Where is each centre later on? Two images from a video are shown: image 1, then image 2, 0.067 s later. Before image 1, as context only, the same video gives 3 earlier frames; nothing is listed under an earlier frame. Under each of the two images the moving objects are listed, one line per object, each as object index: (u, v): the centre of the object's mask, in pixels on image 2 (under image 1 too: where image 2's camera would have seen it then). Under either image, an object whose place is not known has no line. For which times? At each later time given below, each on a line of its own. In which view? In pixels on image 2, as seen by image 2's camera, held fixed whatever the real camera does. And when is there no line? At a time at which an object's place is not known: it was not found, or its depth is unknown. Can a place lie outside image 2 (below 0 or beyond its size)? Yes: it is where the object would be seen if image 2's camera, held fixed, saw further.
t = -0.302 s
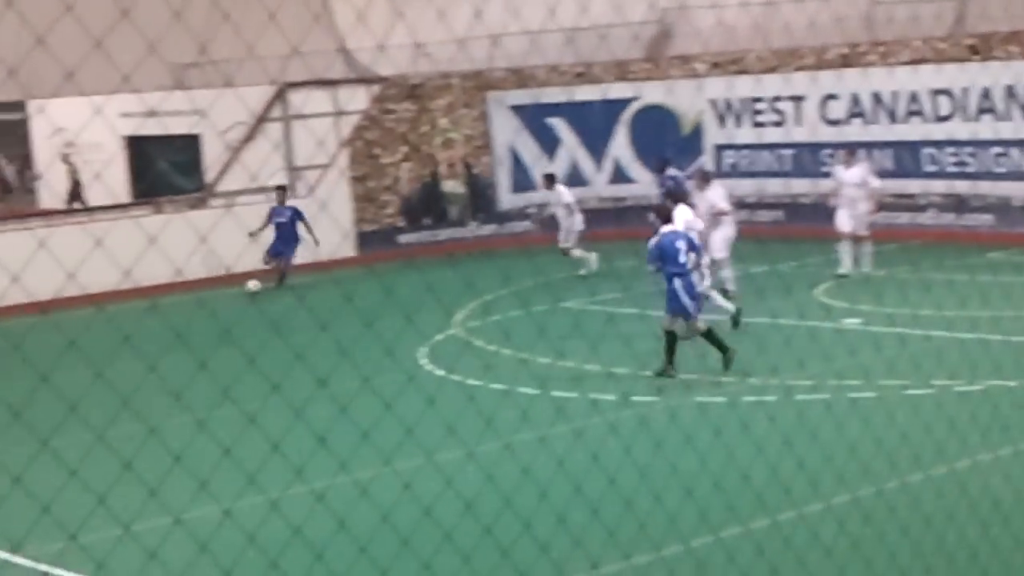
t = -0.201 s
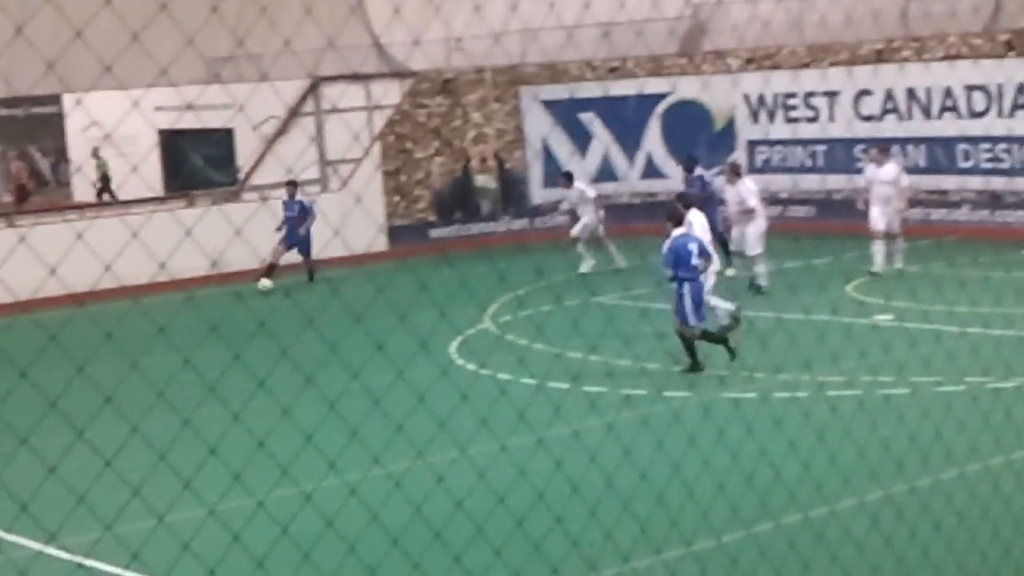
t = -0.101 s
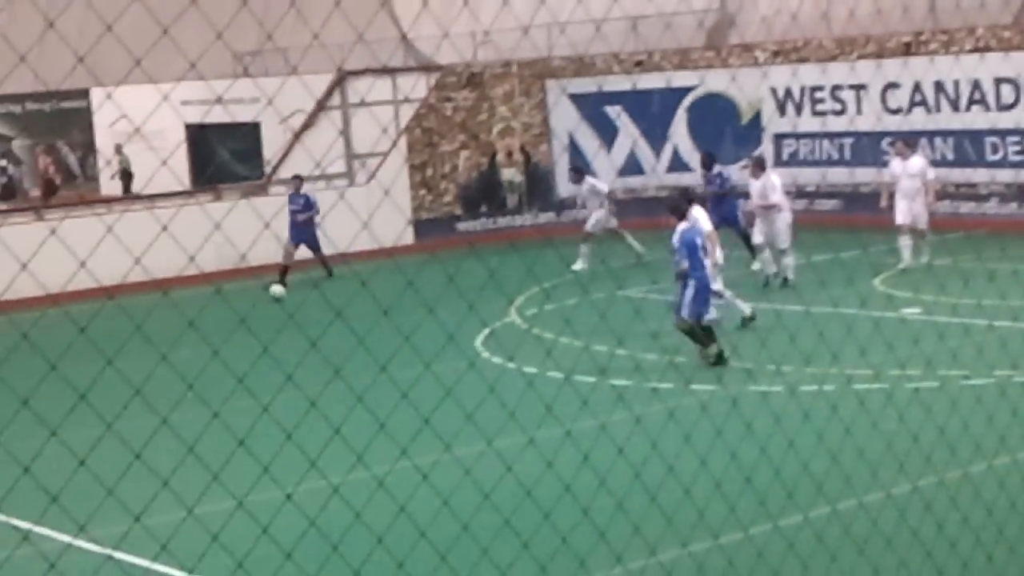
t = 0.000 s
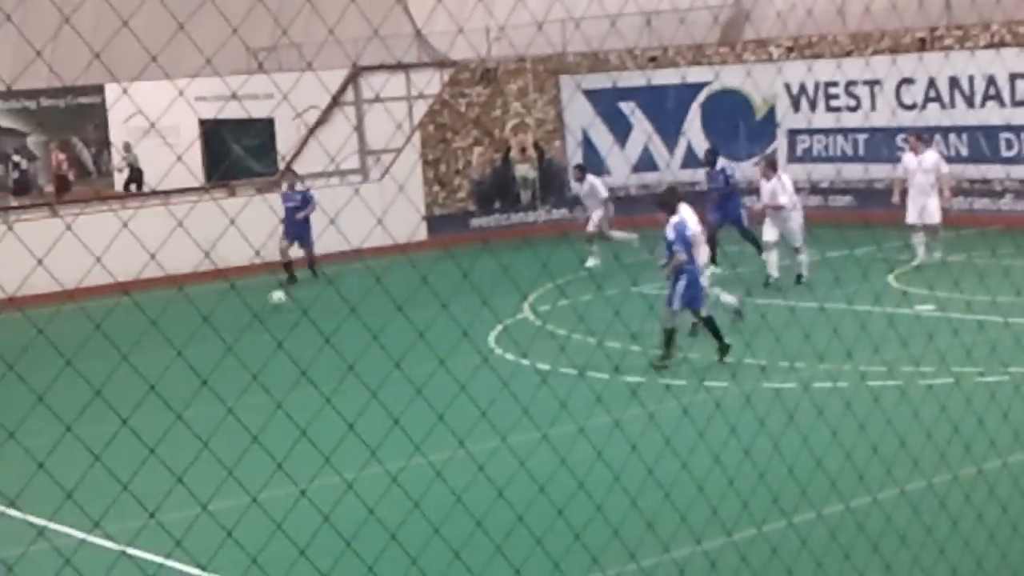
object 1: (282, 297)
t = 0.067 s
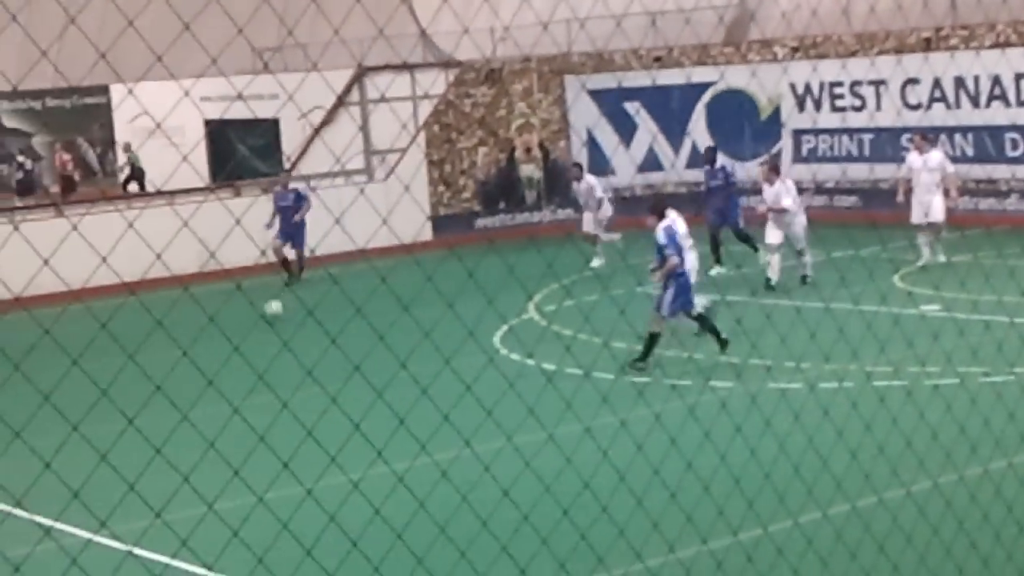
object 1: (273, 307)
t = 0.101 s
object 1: (271, 314)
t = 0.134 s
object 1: (267, 321)
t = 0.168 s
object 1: (262, 325)
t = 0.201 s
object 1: (259, 328)
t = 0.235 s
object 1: (255, 334)
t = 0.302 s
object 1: (248, 347)
